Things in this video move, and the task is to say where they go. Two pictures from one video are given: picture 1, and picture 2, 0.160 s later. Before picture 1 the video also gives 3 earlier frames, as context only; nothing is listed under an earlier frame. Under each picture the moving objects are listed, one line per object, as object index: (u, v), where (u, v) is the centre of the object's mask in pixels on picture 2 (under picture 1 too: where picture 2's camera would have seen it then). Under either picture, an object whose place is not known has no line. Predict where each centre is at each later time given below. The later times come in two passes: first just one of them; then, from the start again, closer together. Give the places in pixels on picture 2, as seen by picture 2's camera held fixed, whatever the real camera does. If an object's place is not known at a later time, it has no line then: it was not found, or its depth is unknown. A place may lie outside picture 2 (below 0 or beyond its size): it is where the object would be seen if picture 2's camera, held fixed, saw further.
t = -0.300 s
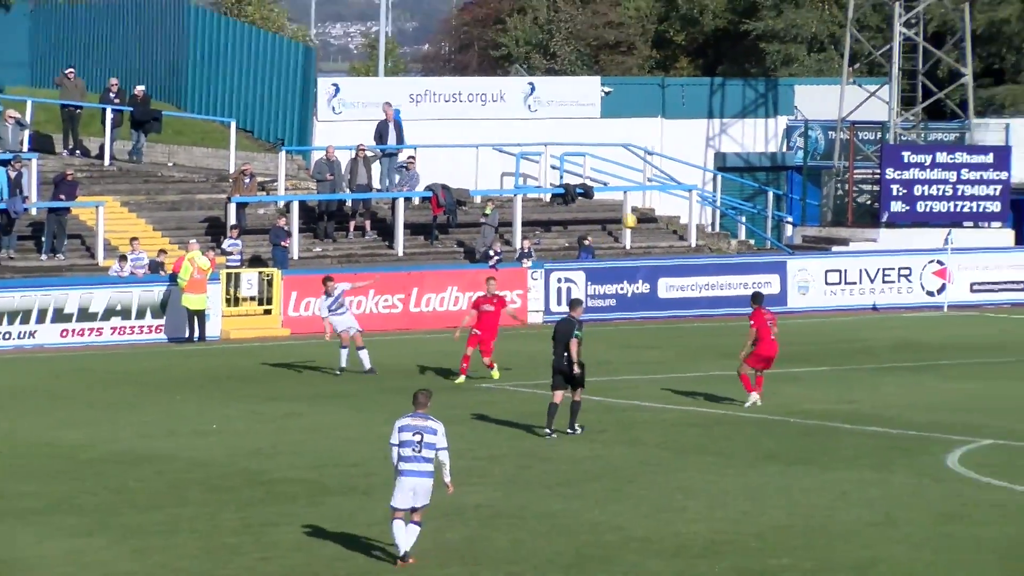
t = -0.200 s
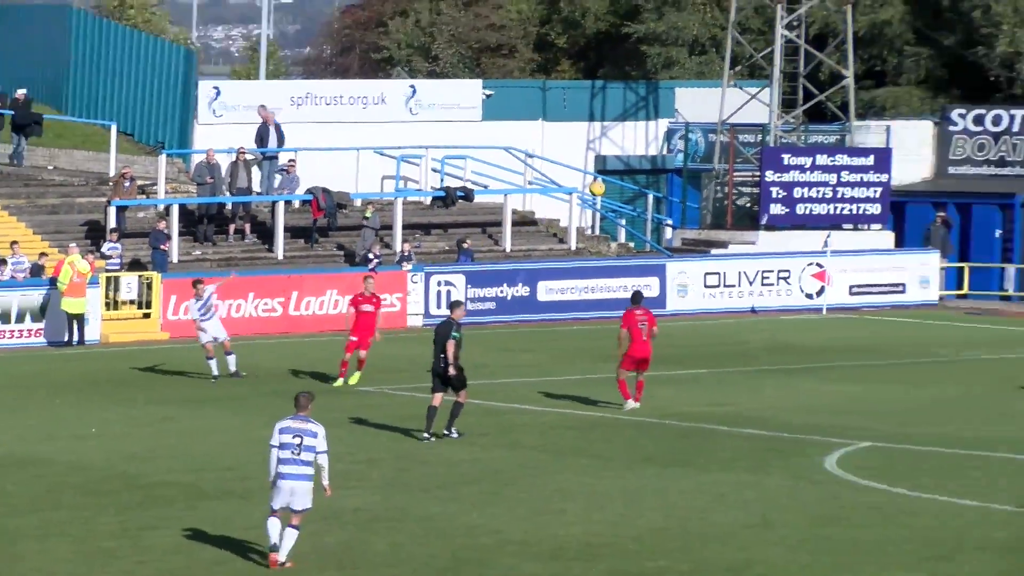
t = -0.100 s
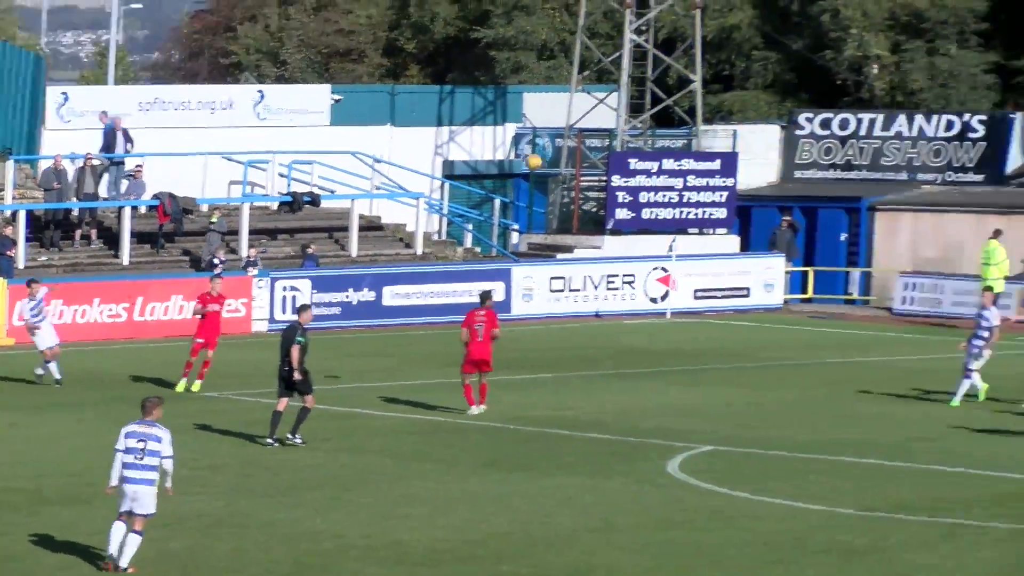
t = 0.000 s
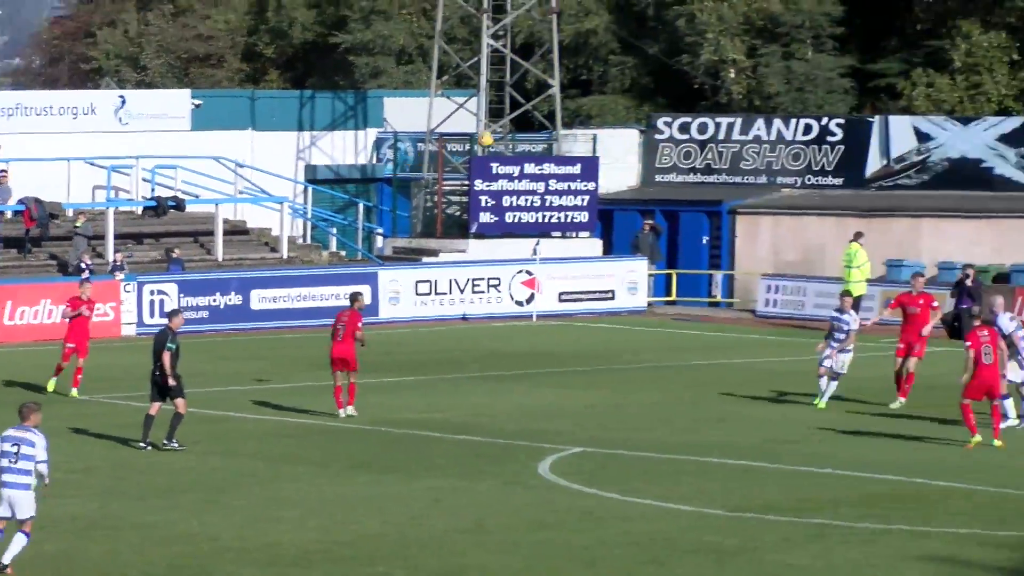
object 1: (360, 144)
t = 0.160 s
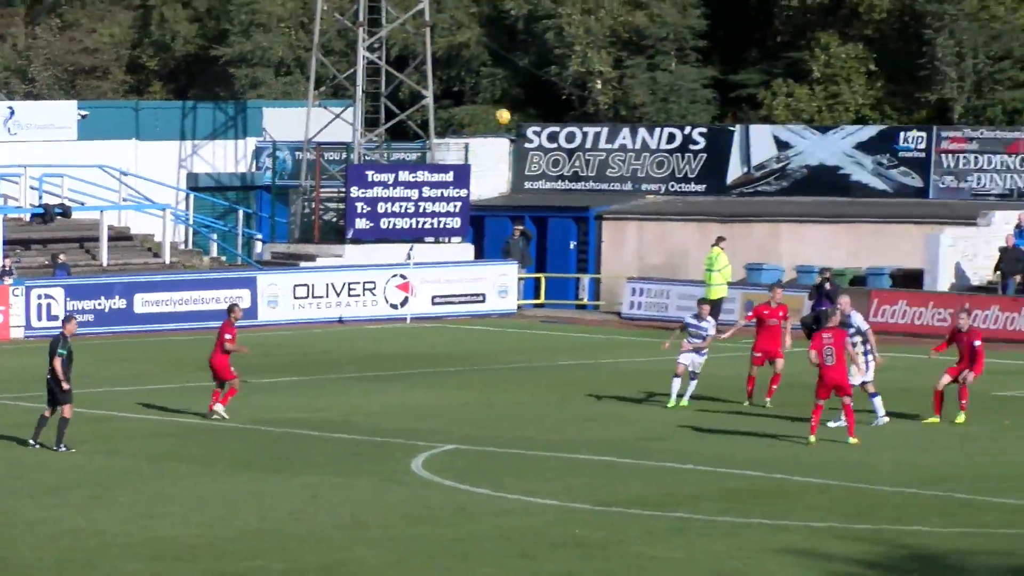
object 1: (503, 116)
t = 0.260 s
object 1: (592, 104)
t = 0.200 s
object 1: (538, 111)
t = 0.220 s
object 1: (556, 108)
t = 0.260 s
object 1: (592, 104)
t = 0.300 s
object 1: (629, 101)
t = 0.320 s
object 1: (647, 100)
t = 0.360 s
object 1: (684, 98)
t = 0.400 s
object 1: (720, 96)
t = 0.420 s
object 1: (738, 96)
